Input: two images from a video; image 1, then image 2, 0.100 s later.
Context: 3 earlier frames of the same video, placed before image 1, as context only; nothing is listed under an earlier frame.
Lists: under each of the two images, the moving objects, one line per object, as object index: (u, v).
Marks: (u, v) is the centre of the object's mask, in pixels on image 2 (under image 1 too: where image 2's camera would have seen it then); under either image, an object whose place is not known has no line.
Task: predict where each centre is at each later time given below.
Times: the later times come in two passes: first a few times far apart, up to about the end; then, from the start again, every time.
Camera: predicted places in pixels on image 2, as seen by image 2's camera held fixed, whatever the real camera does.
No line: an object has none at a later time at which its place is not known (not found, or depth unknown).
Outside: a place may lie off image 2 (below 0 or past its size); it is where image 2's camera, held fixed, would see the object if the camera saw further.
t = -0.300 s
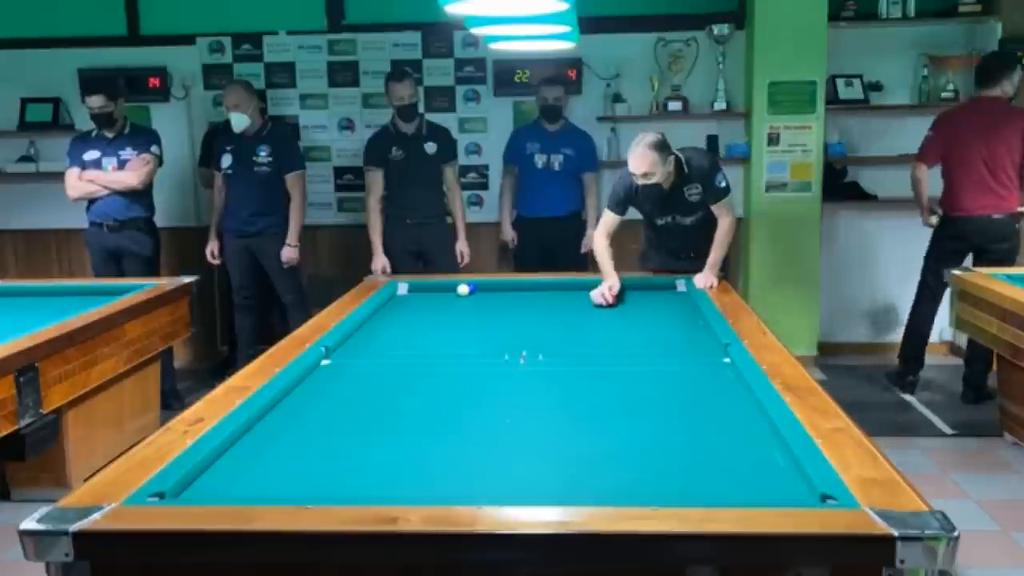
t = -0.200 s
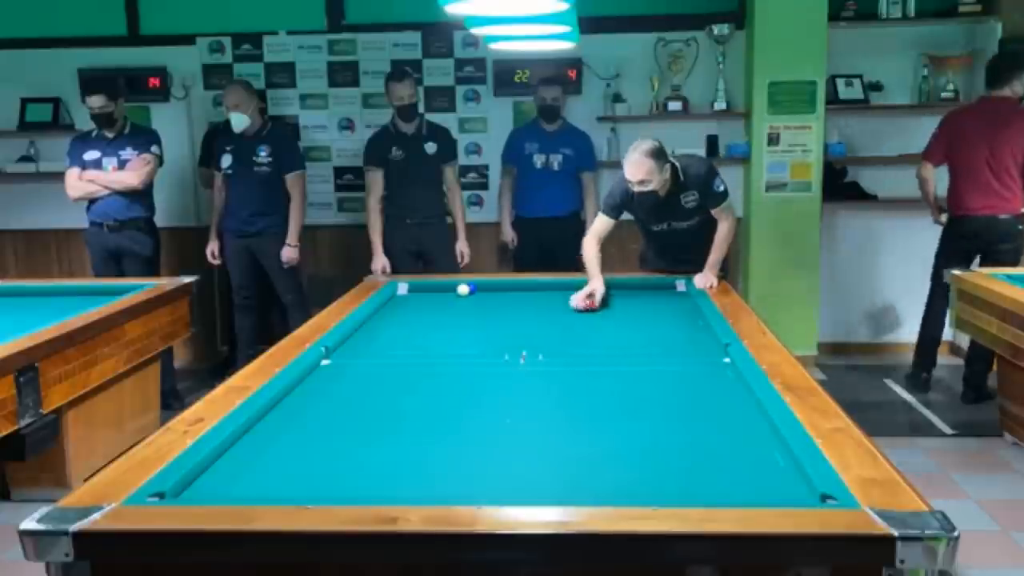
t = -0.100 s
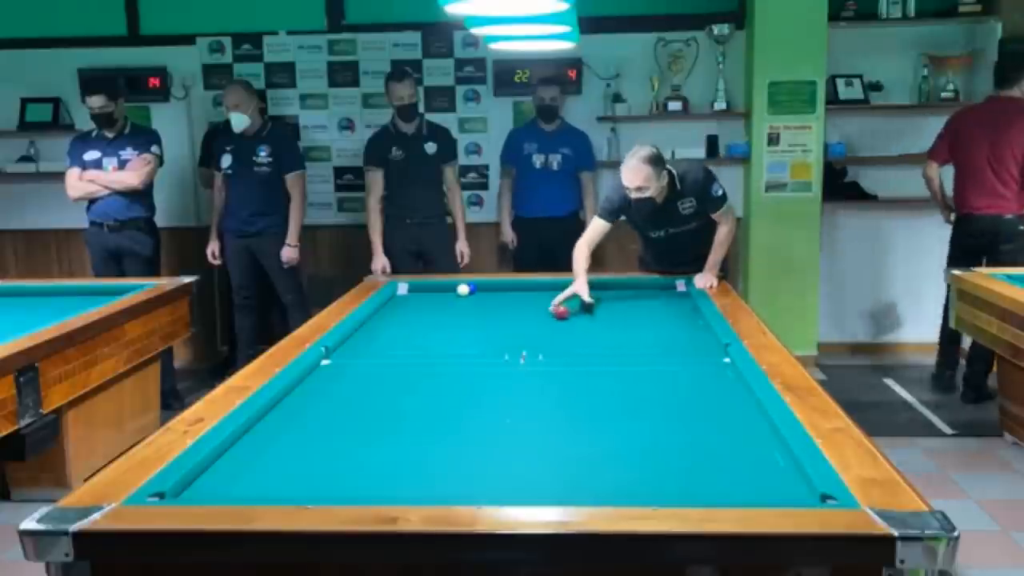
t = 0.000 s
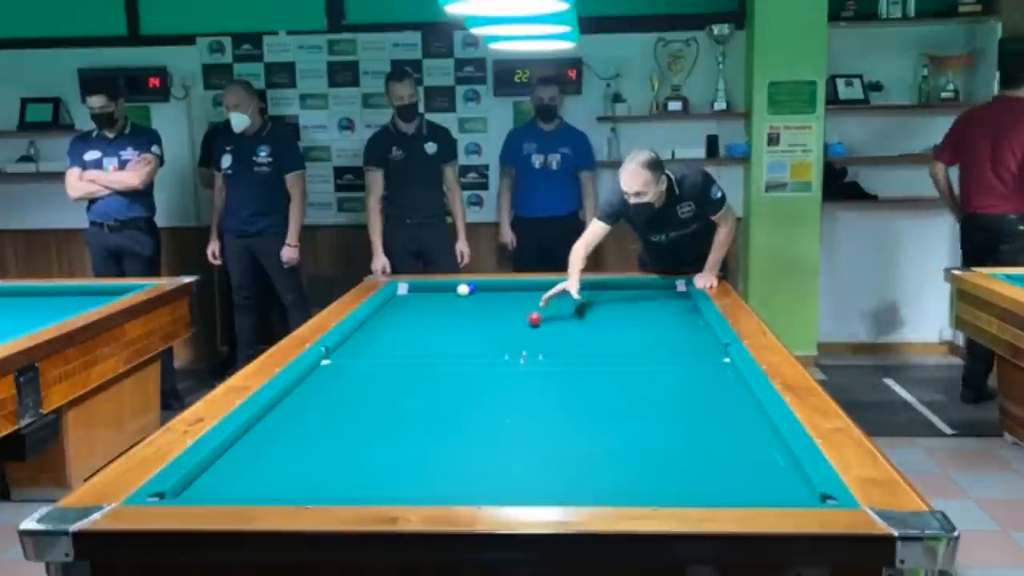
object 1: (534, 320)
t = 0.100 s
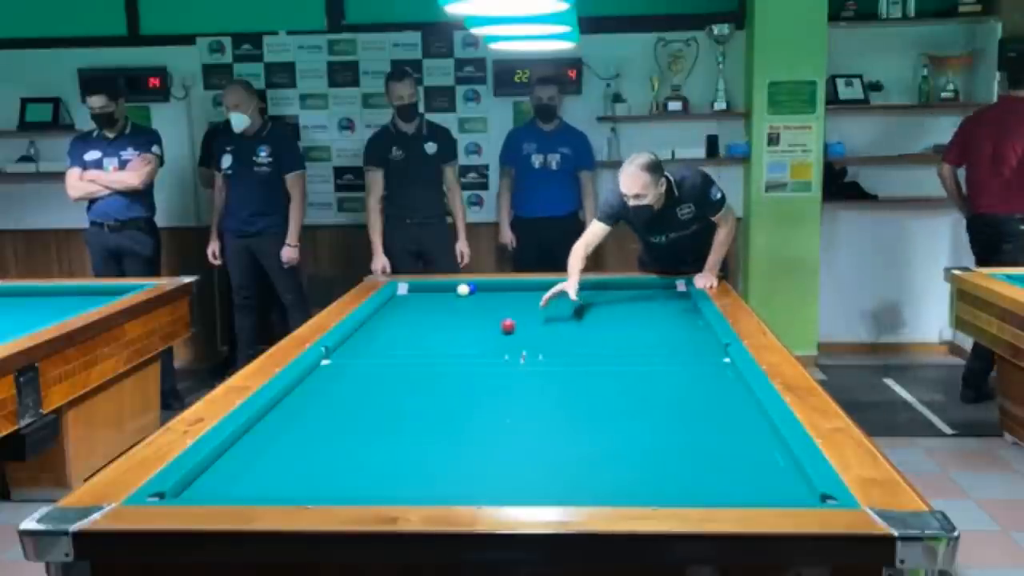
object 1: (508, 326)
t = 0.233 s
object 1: (472, 335)
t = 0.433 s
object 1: (413, 350)
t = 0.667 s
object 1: (334, 370)
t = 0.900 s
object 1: (331, 390)
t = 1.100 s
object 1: (347, 410)
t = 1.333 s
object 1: (368, 437)
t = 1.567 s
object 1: (393, 469)
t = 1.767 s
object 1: (419, 492)
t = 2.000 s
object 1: (489, 479)
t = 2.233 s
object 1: (549, 459)
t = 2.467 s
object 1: (603, 441)
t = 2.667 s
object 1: (645, 427)
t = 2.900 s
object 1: (689, 413)
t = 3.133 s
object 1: (730, 400)
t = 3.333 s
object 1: (725, 390)
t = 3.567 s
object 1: (699, 379)
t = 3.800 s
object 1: (674, 369)
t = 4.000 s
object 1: (655, 362)
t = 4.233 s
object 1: (634, 354)
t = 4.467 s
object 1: (615, 347)
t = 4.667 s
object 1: (600, 341)
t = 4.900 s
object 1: (584, 335)
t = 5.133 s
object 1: (569, 329)
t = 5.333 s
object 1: (558, 324)
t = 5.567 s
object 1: (545, 319)
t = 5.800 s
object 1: (534, 315)
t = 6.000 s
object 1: (525, 311)
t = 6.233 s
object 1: (514, 307)
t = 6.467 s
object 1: (505, 303)
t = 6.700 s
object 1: (496, 300)
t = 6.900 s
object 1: (489, 297)
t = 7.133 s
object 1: (482, 294)
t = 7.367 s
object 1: (475, 291)
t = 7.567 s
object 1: (475, 290)
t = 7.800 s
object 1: (479, 288)
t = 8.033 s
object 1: (482, 288)
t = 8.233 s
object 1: (485, 287)
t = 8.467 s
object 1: (486, 287)
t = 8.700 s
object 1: (488, 287)
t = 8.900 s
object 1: (488, 287)
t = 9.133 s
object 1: (489, 287)
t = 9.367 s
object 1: (489, 287)
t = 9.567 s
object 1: (490, 288)
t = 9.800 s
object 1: (490, 288)
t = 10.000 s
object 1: (490, 288)
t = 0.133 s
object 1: (499, 328)
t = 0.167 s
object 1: (490, 331)
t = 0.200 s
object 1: (481, 333)
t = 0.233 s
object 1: (472, 335)
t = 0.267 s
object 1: (463, 337)
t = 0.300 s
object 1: (453, 340)
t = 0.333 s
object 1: (444, 342)
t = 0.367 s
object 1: (433, 345)
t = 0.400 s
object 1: (423, 347)
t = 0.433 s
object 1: (413, 350)
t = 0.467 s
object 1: (402, 353)
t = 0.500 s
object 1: (392, 355)
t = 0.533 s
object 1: (381, 358)
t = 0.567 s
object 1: (369, 361)
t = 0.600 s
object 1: (358, 364)
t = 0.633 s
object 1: (346, 367)
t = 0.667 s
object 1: (334, 370)
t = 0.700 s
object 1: (321, 372)
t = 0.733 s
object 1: (311, 376)
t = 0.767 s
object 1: (315, 379)
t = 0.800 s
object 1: (320, 381)
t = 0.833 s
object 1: (324, 384)
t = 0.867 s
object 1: (328, 387)
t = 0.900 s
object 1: (331, 390)
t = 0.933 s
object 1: (334, 393)
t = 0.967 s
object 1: (337, 396)
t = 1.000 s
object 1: (339, 399)
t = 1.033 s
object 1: (342, 403)
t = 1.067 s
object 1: (345, 406)
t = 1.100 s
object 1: (347, 410)
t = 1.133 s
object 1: (350, 413)
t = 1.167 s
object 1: (353, 417)
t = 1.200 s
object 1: (356, 421)
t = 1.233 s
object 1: (359, 425)
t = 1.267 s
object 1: (362, 429)
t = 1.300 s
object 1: (365, 433)
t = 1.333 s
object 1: (368, 437)
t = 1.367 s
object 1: (372, 441)
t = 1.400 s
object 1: (375, 446)
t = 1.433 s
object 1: (378, 450)
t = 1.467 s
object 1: (382, 454)
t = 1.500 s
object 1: (385, 459)
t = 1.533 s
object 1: (389, 464)
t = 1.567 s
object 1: (393, 469)
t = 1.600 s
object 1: (397, 474)
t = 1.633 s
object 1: (401, 480)
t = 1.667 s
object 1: (405, 483)
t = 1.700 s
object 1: (410, 486)
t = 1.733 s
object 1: (414, 489)
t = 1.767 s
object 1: (419, 492)
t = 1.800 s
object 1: (428, 491)
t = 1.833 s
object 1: (438, 489)
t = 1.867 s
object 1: (450, 487)
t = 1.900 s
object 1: (460, 485)
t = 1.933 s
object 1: (470, 483)
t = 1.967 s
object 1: (480, 481)
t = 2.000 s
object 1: (489, 479)
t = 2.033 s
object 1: (498, 476)
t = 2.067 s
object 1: (507, 473)
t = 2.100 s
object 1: (516, 470)
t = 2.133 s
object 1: (524, 466)
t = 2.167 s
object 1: (533, 464)
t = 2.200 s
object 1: (541, 461)
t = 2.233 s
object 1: (549, 459)
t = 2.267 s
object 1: (557, 455)
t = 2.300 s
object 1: (565, 453)
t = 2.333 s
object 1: (573, 450)
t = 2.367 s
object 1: (581, 448)
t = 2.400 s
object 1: (589, 445)
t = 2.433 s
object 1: (596, 443)
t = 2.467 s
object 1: (603, 441)
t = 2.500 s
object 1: (610, 438)
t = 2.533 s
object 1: (617, 436)
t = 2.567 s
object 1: (625, 434)
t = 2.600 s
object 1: (631, 432)
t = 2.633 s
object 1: (638, 429)
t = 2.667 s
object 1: (645, 427)
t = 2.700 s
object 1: (652, 425)
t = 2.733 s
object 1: (658, 423)
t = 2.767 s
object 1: (665, 421)
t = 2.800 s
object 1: (671, 419)
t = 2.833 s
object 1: (677, 417)
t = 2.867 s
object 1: (684, 415)
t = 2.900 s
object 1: (689, 413)
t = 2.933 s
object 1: (695, 410)
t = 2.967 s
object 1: (701, 409)
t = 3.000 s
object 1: (707, 407)
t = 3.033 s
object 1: (713, 405)
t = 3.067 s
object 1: (718, 403)
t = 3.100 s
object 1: (724, 402)
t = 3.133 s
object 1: (730, 400)
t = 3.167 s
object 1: (735, 398)
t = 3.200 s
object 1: (741, 396)
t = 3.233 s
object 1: (741, 395)
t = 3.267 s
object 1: (736, 393)
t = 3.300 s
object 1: (730, 391)
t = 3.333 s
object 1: (725, 390)
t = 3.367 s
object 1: (721, 388)
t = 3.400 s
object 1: (718, 387)
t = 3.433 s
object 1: (714, 385)
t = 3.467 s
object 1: (710, 383)
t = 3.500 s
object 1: (706, 382)
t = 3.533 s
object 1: (702, 380)
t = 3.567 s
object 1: (699, 379)
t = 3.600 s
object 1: (695, 377)
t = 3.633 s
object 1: (691, 376)
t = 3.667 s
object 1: (687, 375)
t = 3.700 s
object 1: (684, 374)
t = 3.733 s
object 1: (681, 372)
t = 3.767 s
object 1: (677, 371)
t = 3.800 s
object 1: (674, 369)
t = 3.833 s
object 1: (670, 368)
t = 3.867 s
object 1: (667, 367)
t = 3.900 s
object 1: (664, 366)
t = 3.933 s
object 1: (661, 364)
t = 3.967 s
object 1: (657, 363)
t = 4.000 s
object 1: (655, 362)
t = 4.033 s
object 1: (651, 361)
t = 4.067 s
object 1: (649, 359)
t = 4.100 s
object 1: (645, 358)
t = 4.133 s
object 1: (642, 357)
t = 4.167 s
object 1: (639, 356)
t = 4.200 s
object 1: (637, 355)
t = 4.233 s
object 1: (634, 354)
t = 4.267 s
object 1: (631, 353)
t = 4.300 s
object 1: (628, 352)
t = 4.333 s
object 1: (626, 351)
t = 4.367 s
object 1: (623, 349)
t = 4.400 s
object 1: (620, 349)
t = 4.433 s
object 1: (617, 348)
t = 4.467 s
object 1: (615, 347)
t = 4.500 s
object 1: (613, 346)
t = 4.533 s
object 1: (610, 345)
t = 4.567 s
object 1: (607, 344)
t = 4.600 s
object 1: (605, 343)
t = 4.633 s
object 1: (602, 342)
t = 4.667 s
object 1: (600, 341)
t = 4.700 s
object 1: (598, 340)
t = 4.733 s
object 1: (595, 339)
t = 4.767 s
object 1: (593, 338)
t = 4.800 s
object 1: (591, 337)
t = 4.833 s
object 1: (588, 336)
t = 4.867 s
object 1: (586, 336)
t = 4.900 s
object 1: (584, 335)
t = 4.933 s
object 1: (582, 334)
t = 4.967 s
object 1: (580, 333)
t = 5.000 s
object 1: (578, 332)
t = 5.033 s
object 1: (575, 331)
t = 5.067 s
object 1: (573, 331)
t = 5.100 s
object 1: (572, 330)
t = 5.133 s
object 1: (569, 329)
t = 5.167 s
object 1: (568, 328)
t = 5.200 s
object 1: (566, 328)
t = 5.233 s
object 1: (564, 327)
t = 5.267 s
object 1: (562, 326)
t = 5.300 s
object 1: (560, 325)
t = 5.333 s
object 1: (558, 324)
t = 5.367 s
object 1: (556, 323)
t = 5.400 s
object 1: (554, 323)
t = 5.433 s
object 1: (553, 322)
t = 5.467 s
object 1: (551, 321)
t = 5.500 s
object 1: (549, 321)
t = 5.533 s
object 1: (547, 320)
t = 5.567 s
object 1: (545, 319)
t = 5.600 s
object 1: (544, 319)
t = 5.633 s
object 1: (542, 318)
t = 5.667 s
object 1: (540, 317)
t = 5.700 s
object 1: (539, 317)
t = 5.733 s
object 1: (537, 316)
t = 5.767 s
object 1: (535, 315)
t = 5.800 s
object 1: (534, 315)
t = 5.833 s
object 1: (532, 314)
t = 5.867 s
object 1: (531, 314)
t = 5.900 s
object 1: (529, 313)
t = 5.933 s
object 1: (527, 313)
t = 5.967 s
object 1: (526, 312)
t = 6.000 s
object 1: (525, 311)
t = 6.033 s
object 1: (523, 311)
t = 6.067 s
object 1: (521, 310)
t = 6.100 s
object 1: (520, 310)
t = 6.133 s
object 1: (518, 309)
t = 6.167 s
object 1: (517, 308)
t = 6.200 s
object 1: (516, 308)
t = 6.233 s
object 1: (514, 307)
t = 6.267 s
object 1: (513, 307)
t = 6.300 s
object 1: (511, 306)
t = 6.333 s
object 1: (510, 306)
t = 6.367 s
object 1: (509, 305)
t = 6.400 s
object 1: (508, 305)
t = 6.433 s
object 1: (506, 304)
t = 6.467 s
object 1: (505, 303)
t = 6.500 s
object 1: (504, 303)
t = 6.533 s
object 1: (502, 302)
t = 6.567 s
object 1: (501, 302)
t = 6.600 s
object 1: (500, 301)
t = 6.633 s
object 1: (499, 301)
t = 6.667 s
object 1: (498, 301)
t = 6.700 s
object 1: (496, 300)
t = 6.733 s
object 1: (495, 300)
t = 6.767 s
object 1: (494, 299)
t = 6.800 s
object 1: (492, 298)
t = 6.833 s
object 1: (492, 298)
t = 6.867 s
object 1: (490, 298)
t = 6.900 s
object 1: (489, 297)
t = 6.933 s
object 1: (488, 297)
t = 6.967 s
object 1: (487, 296)
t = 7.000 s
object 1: (486, 296)
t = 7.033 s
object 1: (485, 296)
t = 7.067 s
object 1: (483, 295)
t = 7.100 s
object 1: (482, 295)
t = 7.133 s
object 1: (482, 294)
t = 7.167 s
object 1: (480, 294)
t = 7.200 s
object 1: (479, 294)
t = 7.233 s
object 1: (479, 293)
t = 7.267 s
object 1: (477, 292)
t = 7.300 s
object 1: (476, 292)
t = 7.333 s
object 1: (475, 291)
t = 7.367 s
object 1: (475, 291)
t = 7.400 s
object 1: (474, 291)
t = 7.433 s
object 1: (474, 290)
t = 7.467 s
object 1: (474, 290)
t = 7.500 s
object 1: (474, 290)
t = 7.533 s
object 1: (475, 290)
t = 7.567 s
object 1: (475, 290)
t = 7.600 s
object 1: (476, 289)
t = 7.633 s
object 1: (476, 289)
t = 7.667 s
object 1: (477, 289)
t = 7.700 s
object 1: (477, 289)
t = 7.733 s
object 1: (479, 288)
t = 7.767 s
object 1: (478, 288)
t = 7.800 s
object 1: (479, 288)
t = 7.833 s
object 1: (479, 288)
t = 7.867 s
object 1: (480, 288)
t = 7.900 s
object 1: (480, 288)
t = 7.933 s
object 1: (481, 288)
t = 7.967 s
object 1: (481, 288)
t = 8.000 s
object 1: (482, 288)
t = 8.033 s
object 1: (482, 288)
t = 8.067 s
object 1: (483, 288)
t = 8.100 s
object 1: (483, 287)
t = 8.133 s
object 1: (483, 288)
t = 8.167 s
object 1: (484, 287)
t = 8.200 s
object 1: (484, 287)
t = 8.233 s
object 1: (485, 287)
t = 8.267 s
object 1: (485, 287)
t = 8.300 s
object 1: (486, 287)
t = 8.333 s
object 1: (486, 287)
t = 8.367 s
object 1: (486, 287)
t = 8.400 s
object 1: (486, 287)
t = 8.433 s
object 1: (486, 287)
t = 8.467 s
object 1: (486, 287)
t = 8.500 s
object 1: (486, 287)
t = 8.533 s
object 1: (487, 287)
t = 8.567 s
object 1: (487, 287)
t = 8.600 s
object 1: (487, 287)
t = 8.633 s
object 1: (488, 287)
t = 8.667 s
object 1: (488, 287)
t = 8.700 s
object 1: (488, 287)
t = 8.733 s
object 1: (488, 287)
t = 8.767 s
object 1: (488, 287)
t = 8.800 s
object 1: (488, 287)
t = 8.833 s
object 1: (488, 287)
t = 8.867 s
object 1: (488, 287)
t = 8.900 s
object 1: (488, 287)
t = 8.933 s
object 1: (488, 287)
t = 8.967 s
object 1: (488, 287)
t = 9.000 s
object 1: (488, 287)
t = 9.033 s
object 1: (489, 287)
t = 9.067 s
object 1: (489, 287)
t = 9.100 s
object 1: (489, 287)
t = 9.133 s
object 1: (489, 287)
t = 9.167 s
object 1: (489, 287)
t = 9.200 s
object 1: (489, 287)
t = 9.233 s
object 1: (489, 287)
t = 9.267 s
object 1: (489, 287)
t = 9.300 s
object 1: (489, 287)
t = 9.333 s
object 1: (489, 287)
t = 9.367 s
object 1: (489, 287)
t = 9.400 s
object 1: (489, 287)
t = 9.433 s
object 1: (490, 287)
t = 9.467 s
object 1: (490, 287)
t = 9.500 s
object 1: (489, 288)
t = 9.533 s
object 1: (490, 288)
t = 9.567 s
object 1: (490, 288)
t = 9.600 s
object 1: (490, 288)
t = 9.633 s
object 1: (490, 288)
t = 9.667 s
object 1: (490, 288)
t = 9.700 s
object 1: (490, 288)
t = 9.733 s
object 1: (490, 288)
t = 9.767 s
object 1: (490, 288)
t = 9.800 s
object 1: (490, 288)
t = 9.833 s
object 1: (490, 288)
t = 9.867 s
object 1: (490, 288)
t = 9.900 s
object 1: (490, 288)
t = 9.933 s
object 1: (490, 288)
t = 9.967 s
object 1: (490, 288)
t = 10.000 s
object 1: (490, 288)
